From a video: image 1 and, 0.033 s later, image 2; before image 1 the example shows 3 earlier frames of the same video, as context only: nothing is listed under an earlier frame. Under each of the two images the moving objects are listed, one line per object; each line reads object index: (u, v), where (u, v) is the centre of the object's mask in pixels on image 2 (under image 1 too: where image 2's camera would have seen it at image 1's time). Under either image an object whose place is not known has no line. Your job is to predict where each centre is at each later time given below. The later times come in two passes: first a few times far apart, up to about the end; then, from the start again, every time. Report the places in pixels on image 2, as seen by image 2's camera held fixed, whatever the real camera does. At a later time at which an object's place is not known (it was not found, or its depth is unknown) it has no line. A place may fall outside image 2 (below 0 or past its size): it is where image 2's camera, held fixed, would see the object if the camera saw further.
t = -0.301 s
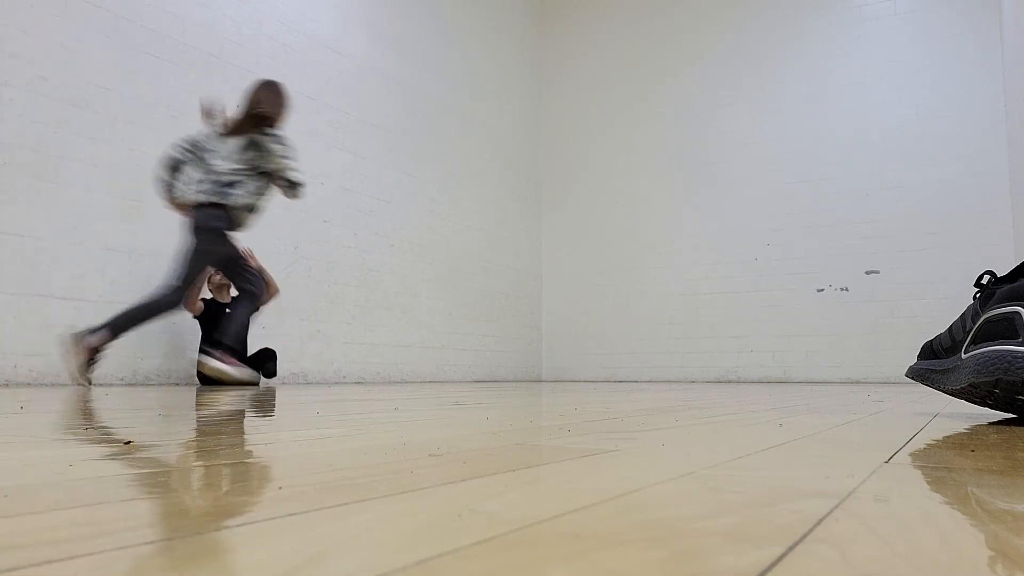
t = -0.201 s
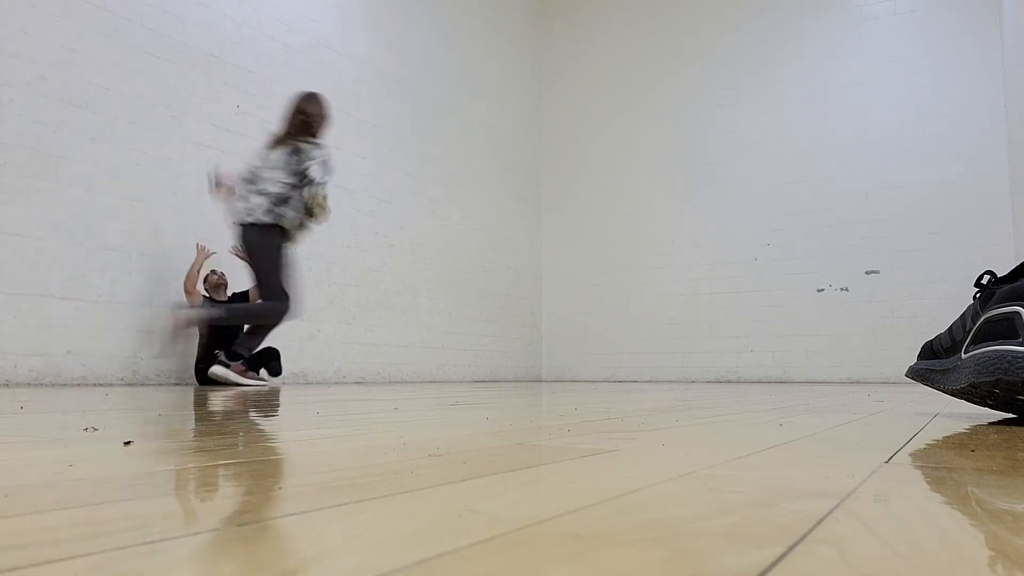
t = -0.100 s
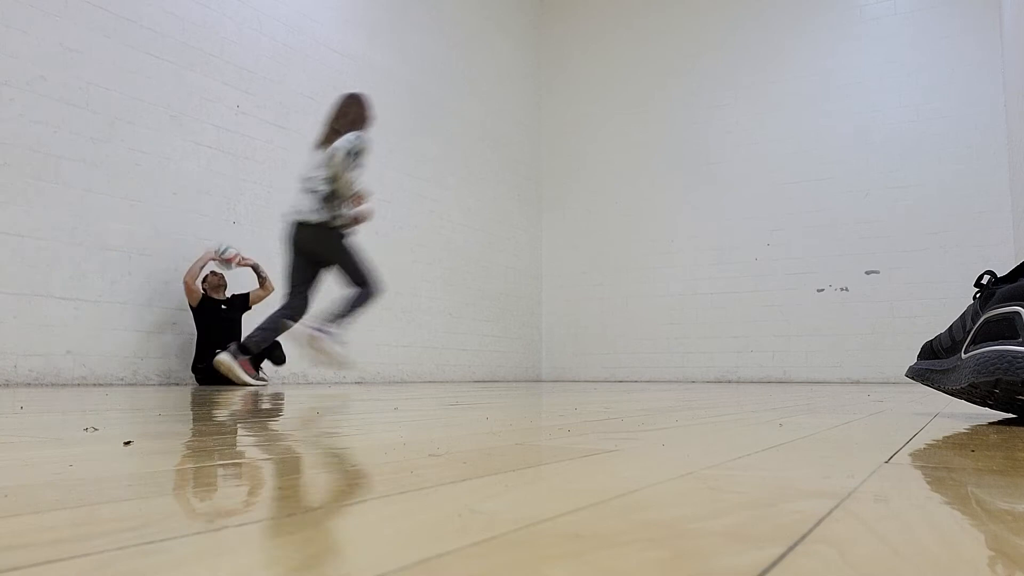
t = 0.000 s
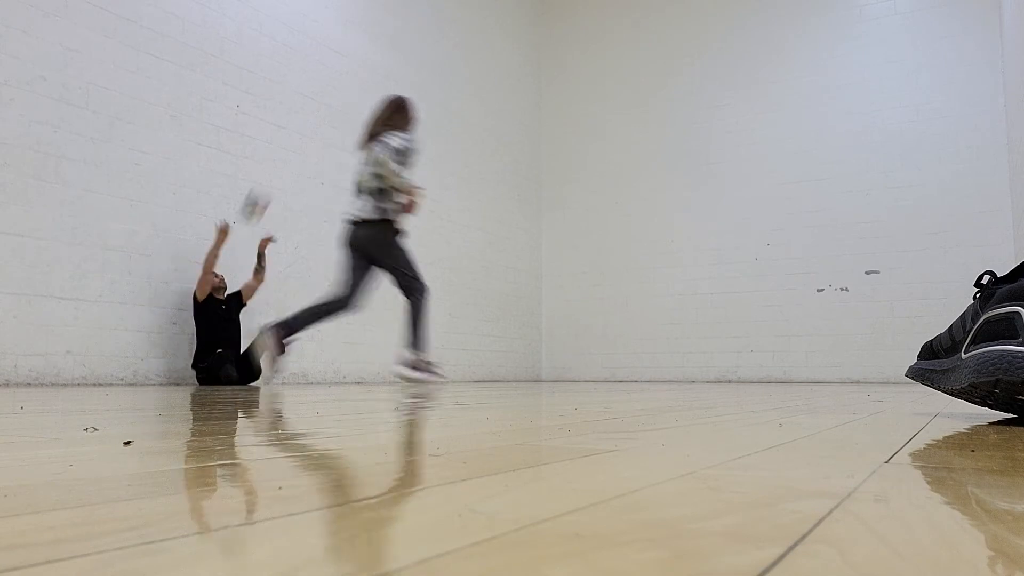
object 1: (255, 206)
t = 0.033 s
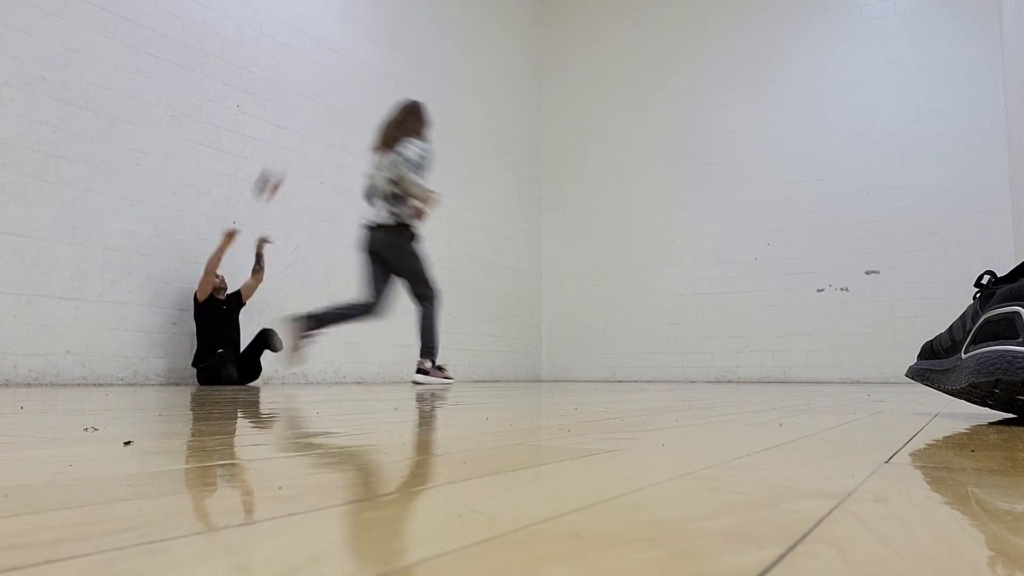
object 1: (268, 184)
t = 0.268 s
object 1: (366, 68)
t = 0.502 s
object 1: (465, 20)
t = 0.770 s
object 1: (586, 53)
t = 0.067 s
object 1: (283, 162)
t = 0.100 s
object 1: (296, 143)
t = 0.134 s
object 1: (310, 126)
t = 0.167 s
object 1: (324, 109)
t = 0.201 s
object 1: (339, 94)
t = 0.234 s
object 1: (352, 81)
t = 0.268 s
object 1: (366, 68)
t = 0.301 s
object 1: (381, 57)
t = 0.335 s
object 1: (394, 48)
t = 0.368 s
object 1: (408, 40)
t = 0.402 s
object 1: (422, 32)
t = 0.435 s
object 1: (436, 27)
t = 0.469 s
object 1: (451, 23)
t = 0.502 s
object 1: (465, 20)
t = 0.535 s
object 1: (479, 19)
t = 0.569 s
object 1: (495, 20)
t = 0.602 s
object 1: (510, 21)
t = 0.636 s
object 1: (524, 24)
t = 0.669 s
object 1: (540, 29)
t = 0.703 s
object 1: (555, 35)
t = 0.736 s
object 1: (569, 42)
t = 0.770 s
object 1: (586, 53)
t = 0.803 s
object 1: (602, 64)
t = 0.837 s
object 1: (618, 77)
